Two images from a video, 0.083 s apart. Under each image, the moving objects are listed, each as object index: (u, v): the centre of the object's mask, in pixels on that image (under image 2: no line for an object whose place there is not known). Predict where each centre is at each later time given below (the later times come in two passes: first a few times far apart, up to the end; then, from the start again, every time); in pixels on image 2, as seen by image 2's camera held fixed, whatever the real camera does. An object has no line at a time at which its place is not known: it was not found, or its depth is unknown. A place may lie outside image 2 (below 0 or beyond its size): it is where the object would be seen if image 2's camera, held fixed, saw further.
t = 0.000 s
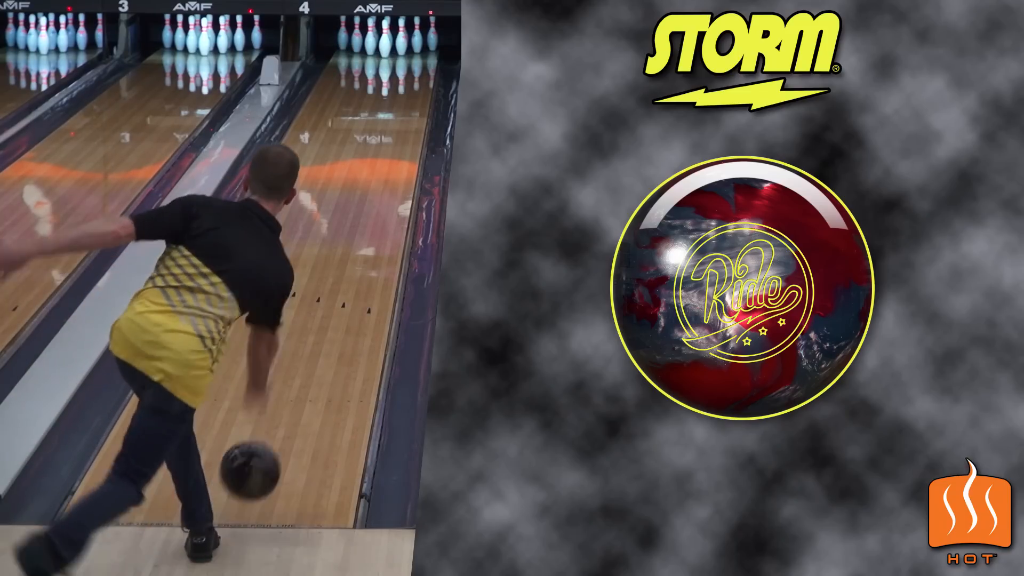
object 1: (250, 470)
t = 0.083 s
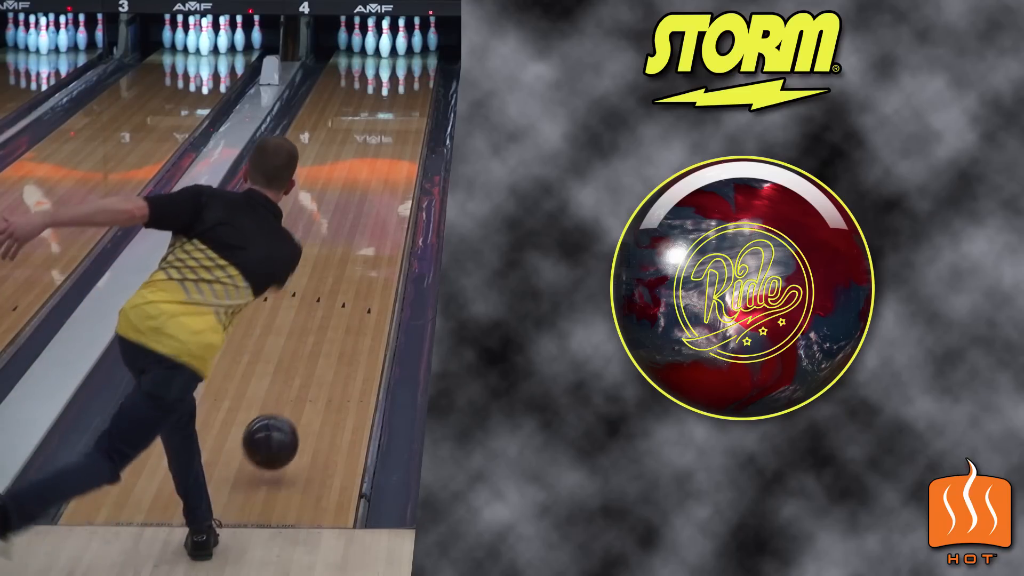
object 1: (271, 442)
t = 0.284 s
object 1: (308, 366)
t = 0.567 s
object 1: (346, 275)
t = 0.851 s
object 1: (370, 210)
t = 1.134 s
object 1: (386, 160)
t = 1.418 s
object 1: (397, 122)
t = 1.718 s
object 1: (401, 90)
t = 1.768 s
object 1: (402, 86)
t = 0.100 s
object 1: (274, 438)
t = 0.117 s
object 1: (278, 437)
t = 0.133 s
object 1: (281, 430)
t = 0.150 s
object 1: (284, 421)
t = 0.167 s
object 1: (288, 414)
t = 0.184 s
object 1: (291, 406)
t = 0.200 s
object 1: (294, 399)
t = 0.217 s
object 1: (297, 393)
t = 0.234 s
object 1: (300, 385)
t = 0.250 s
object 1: (303, 379)
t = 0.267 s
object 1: (306, 372)
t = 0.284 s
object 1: (308, 366)
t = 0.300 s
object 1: (311, 360)
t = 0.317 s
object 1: (313, 354)
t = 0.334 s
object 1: (316, 348)
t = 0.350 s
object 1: (318, 342)
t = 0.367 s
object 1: (321, 336)
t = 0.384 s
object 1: (323, 331)
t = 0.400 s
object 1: (326, 325)
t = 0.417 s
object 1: (328, 319)
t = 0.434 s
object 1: (330, 314)
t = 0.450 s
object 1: (332, 309)
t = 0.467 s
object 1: (334, 304)
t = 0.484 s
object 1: (336, 298)
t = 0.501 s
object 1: (338, 294)
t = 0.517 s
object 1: (340, 288)
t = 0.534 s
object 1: (342, 284)
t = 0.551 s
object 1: (344, 280)
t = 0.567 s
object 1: (346, 275)
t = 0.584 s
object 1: (347, 271)
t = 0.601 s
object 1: (349, 266)
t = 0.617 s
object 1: (351, 262)
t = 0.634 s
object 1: (352, 258)
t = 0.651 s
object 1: (354, 254)
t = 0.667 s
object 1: (355, 250)
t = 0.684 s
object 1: (357, 246)
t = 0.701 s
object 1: (358, 242)
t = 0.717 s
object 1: (360, 238)
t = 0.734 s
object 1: (361, 234)
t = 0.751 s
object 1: (362, 230)
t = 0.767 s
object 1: (364, 227)
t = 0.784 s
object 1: (365, 223)
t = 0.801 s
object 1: (366, 220)
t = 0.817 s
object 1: (367, 216)
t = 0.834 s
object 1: (369, 213)
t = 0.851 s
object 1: (370, 210)
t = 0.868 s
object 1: (371, 206)
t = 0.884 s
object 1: (372, 203)
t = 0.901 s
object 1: (373, 200)
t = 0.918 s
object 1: (374, 197)
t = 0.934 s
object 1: (375, 194)
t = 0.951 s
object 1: (376, 191)
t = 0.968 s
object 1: (377, 188)
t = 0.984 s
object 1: (378, 185)
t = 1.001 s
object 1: (379, 182)
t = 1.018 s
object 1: (380, 179)
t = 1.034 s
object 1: (381, 176)
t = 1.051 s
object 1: (382, 173)
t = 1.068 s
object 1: (383, 171)
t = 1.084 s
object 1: (384, 168)
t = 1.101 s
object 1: (385, 165)
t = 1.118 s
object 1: (385, 163)
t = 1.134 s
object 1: (386, 160)
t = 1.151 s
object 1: (387, 158)
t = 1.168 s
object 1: (388, 155)
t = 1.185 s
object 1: (389, 153)
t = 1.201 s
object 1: (389, 150)
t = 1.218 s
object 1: (390, 148)
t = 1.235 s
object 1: (391, 145)
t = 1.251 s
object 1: (391, 143)
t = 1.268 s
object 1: (392, 141)
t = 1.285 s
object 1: (392, 139)
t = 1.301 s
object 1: (393, 136)
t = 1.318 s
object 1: (394, 134)
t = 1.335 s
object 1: (394, 132)
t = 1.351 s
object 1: (395, 130)
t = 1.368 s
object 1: (395, 128)
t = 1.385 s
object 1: (396, 126)
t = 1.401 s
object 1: (396, 124)
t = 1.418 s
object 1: (397, 122)
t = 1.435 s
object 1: (397, 120)
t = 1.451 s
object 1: (397, 118)
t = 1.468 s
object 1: (398, 116)
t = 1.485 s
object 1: (398, 114)
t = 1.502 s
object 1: (399, 112)
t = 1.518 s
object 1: (399, 111)
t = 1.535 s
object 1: (399, 109)
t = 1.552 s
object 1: (400, 107)
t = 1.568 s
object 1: (400, 105)
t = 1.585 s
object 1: (400, 103)
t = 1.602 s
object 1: (400, 102)
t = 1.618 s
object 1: (401, 100)
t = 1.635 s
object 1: (401, 98)
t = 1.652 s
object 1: (401, 97)
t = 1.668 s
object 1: (401, 95)
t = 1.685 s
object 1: (401, 93)
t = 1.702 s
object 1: (402, 92)
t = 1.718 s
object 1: (401, 90)
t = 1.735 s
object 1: (401, 89)
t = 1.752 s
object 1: (401, 87)
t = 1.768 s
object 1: (402, 86)
